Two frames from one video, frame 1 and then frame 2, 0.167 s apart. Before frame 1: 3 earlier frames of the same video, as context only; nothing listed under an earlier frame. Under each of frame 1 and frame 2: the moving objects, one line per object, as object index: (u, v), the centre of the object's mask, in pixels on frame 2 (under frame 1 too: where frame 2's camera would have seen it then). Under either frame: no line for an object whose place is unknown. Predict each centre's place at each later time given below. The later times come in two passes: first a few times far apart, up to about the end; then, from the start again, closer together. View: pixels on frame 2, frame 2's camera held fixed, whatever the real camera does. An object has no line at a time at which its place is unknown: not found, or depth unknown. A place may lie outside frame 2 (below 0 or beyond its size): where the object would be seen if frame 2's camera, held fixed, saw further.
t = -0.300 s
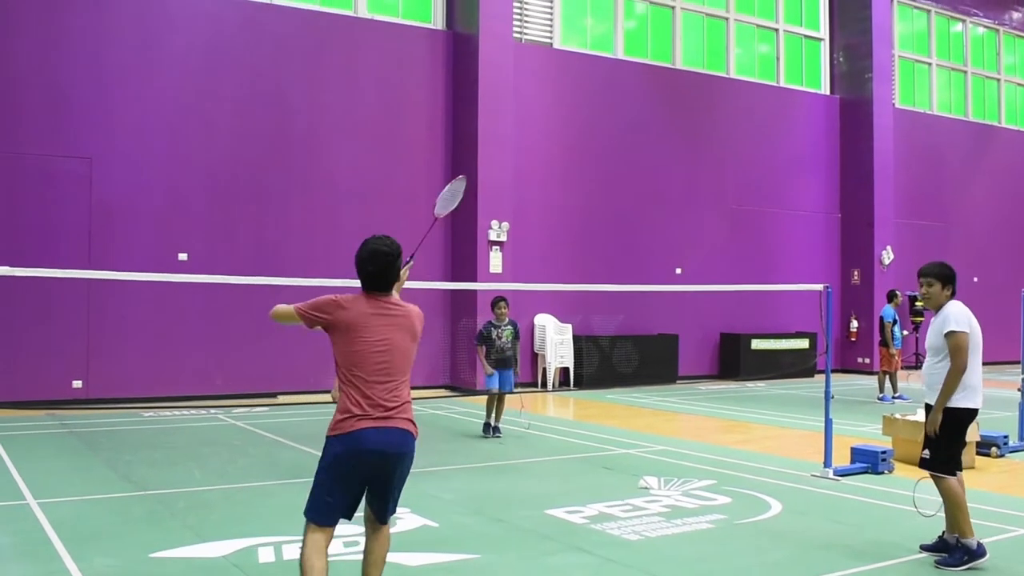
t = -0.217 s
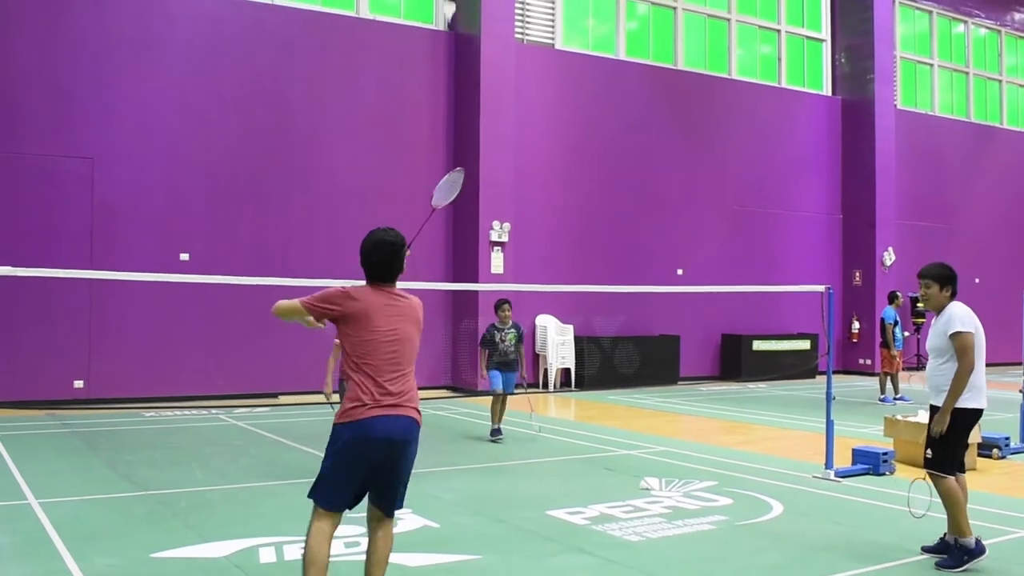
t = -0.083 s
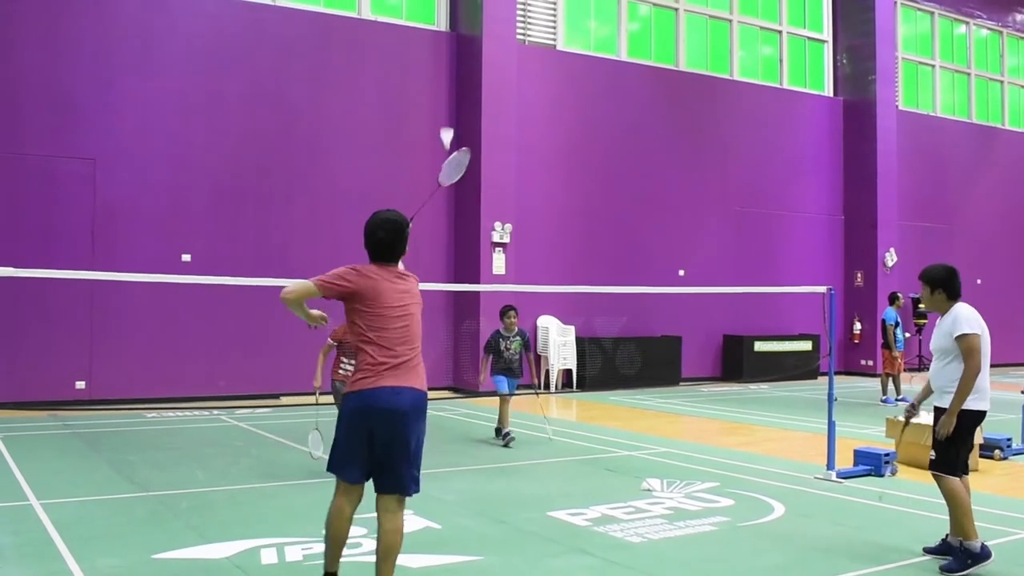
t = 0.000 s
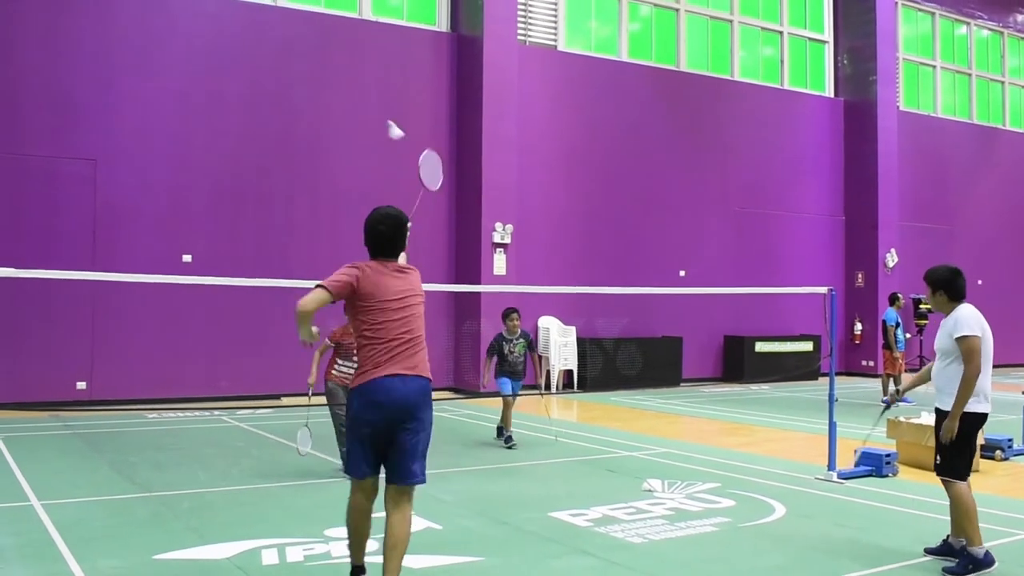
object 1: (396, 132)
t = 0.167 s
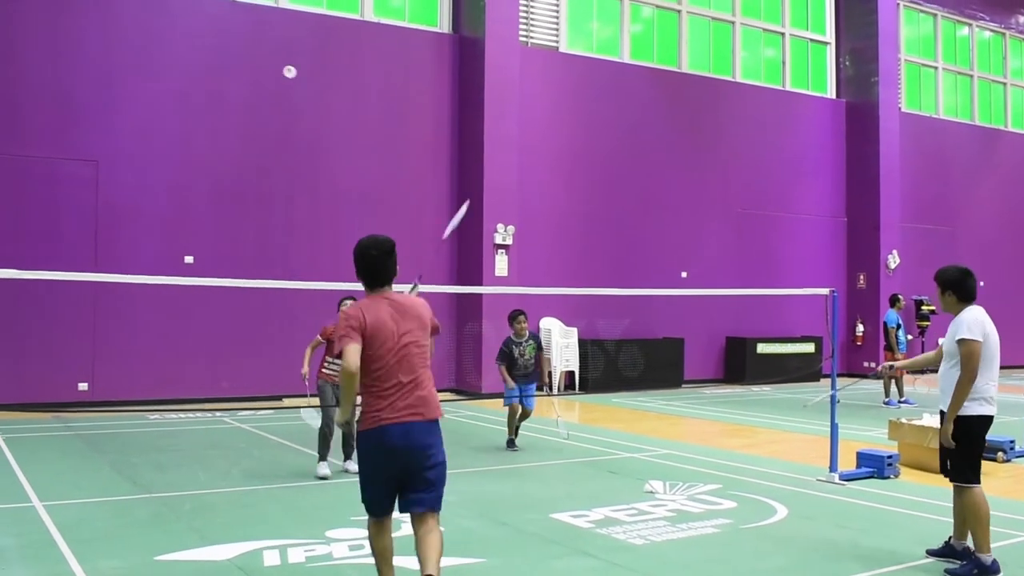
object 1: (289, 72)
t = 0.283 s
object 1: (242, 60)
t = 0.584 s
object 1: (148, 129)
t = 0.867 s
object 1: (92, 266)
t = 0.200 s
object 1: (275, 65)
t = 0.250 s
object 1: (254, 60)
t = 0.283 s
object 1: (242, 60)
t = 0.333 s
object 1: (223, 63)
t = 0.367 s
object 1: (212, 68)
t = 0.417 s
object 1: (195, 78)
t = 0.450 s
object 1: (185, 86)
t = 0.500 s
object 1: (170, 100)
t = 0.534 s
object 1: (161, 111)
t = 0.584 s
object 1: (148, 129)
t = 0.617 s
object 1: (139, 142)
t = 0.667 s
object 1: (128, 163)
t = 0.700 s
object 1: (121, 179)
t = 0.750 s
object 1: (111, 203)
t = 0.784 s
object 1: (105, 221)
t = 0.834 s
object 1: (97, 248)
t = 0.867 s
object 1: (92, 266)
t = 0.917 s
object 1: (86, 296)
